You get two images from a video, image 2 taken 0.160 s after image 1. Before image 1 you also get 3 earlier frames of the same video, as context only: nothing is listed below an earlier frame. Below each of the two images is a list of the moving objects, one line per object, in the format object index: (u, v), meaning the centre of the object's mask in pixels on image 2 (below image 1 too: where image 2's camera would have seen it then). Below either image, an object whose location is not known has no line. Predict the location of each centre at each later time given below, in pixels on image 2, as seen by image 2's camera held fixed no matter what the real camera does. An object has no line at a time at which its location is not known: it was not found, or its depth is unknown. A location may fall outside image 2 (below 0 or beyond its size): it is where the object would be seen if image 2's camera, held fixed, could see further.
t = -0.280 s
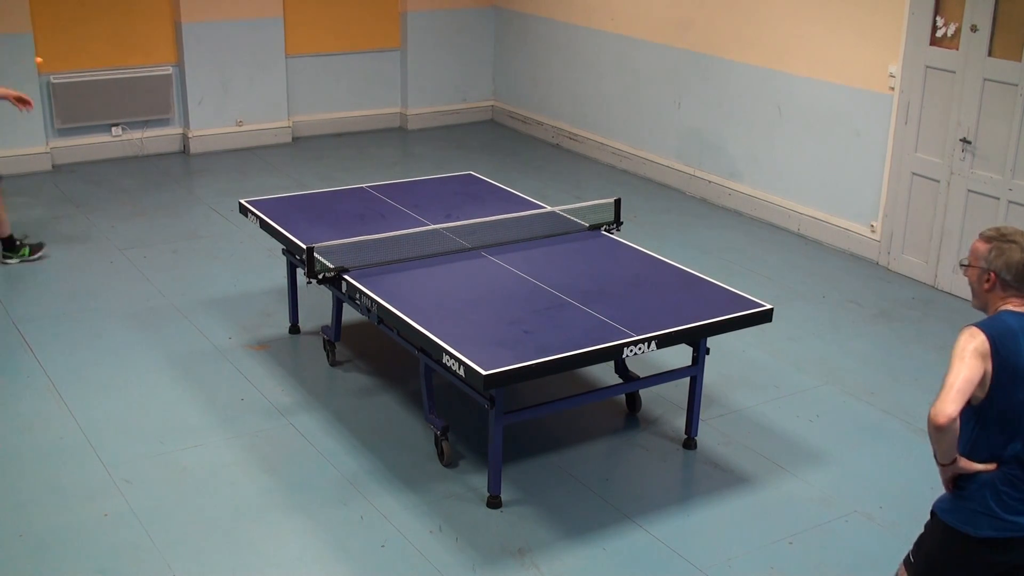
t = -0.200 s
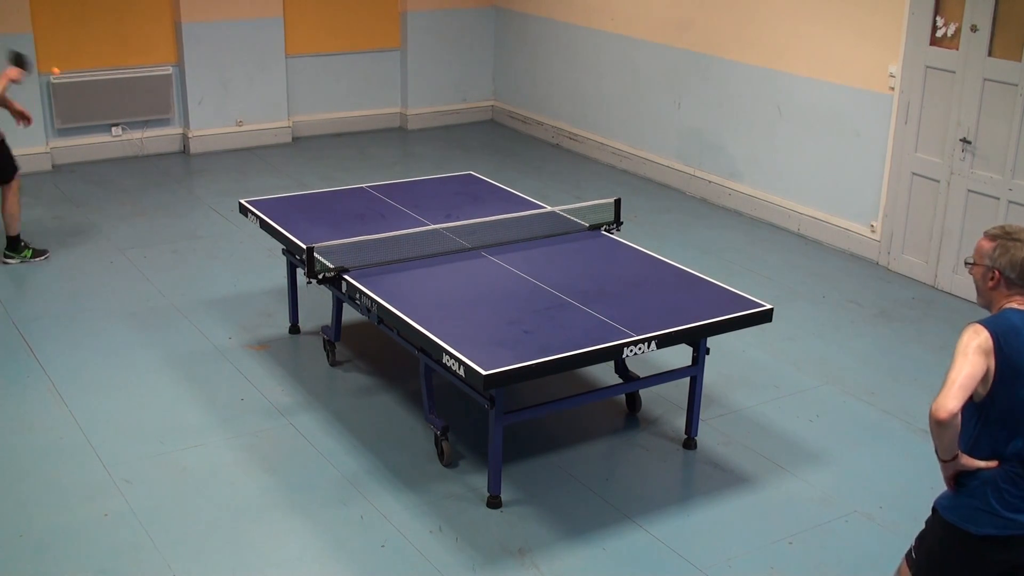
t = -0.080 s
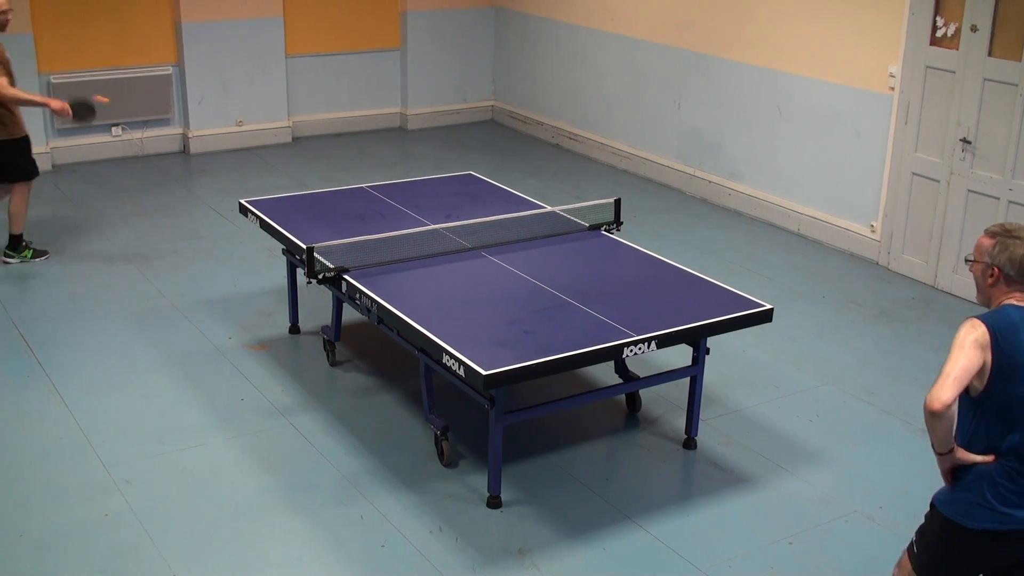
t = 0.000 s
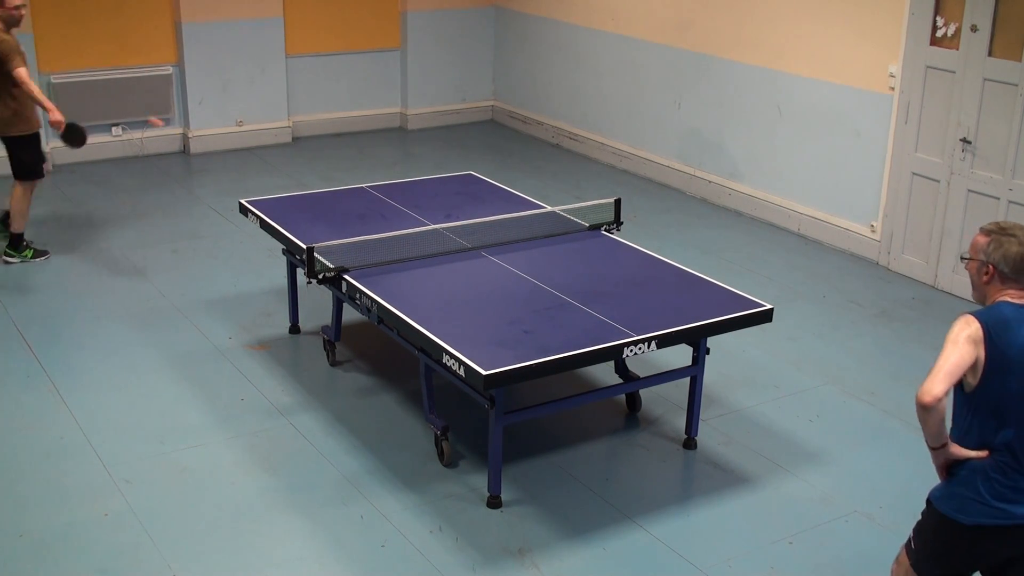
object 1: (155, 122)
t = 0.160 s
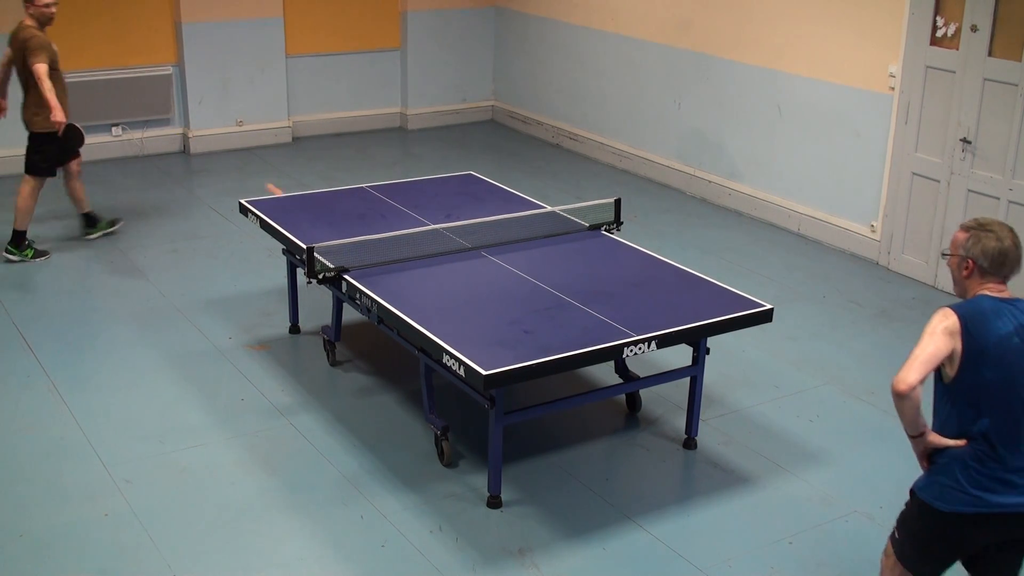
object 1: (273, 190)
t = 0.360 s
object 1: (418, 222)
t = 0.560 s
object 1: (569, 274)
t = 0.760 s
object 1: (715, 298)
